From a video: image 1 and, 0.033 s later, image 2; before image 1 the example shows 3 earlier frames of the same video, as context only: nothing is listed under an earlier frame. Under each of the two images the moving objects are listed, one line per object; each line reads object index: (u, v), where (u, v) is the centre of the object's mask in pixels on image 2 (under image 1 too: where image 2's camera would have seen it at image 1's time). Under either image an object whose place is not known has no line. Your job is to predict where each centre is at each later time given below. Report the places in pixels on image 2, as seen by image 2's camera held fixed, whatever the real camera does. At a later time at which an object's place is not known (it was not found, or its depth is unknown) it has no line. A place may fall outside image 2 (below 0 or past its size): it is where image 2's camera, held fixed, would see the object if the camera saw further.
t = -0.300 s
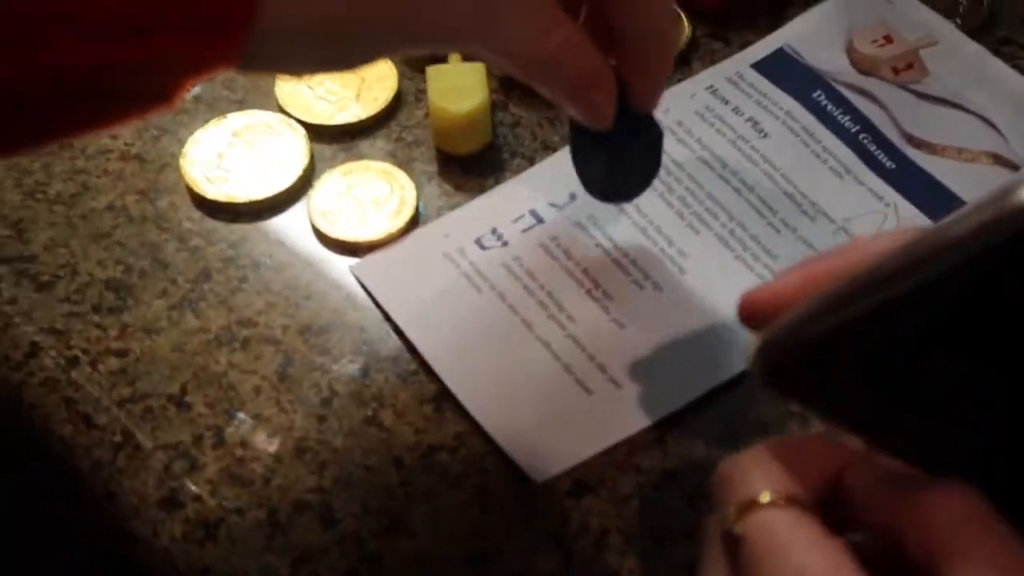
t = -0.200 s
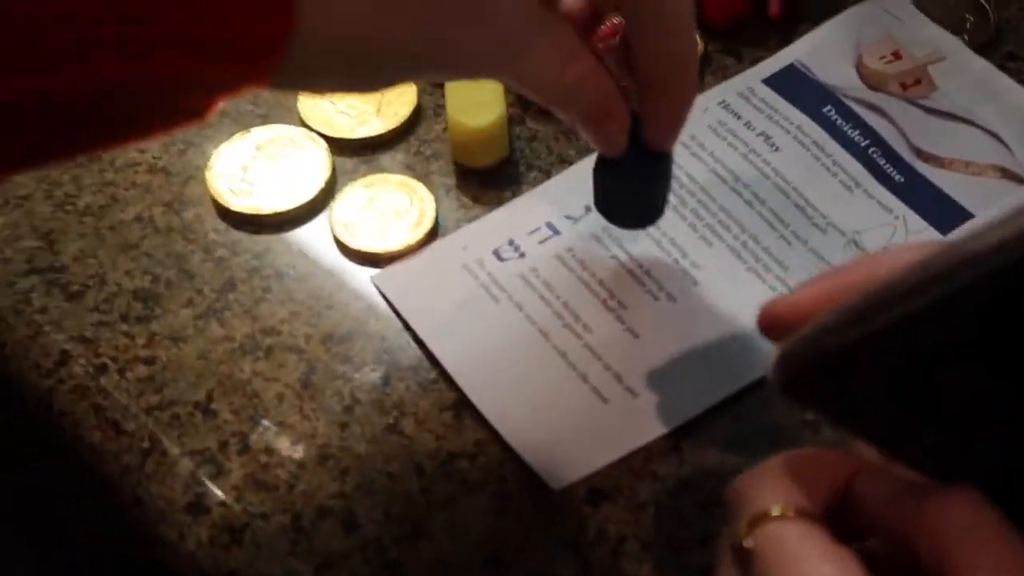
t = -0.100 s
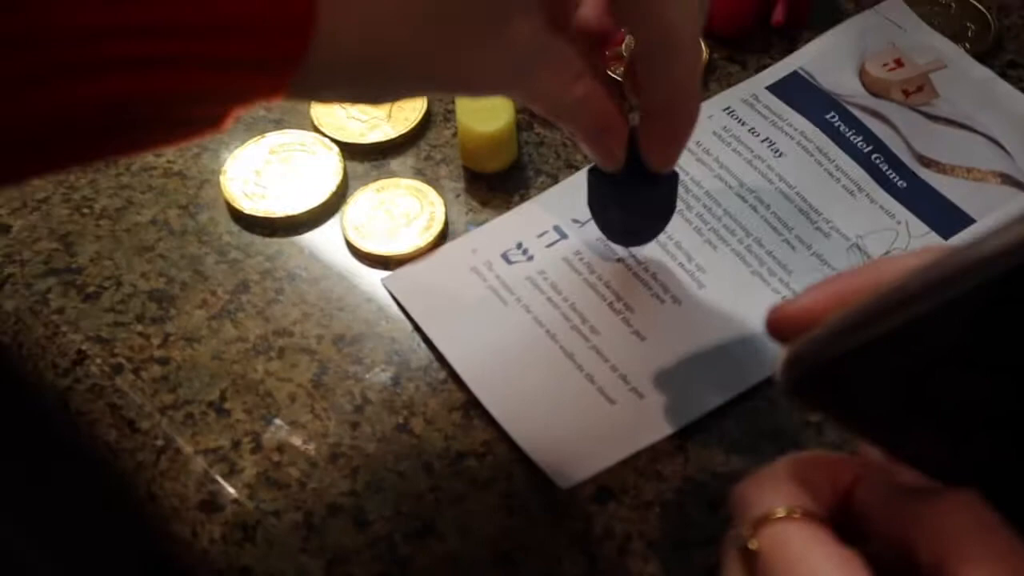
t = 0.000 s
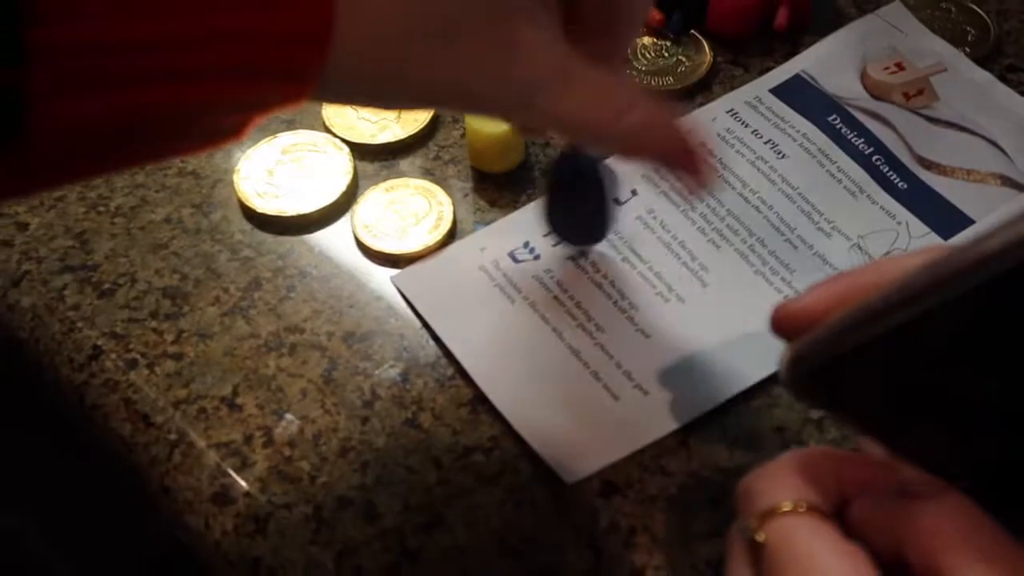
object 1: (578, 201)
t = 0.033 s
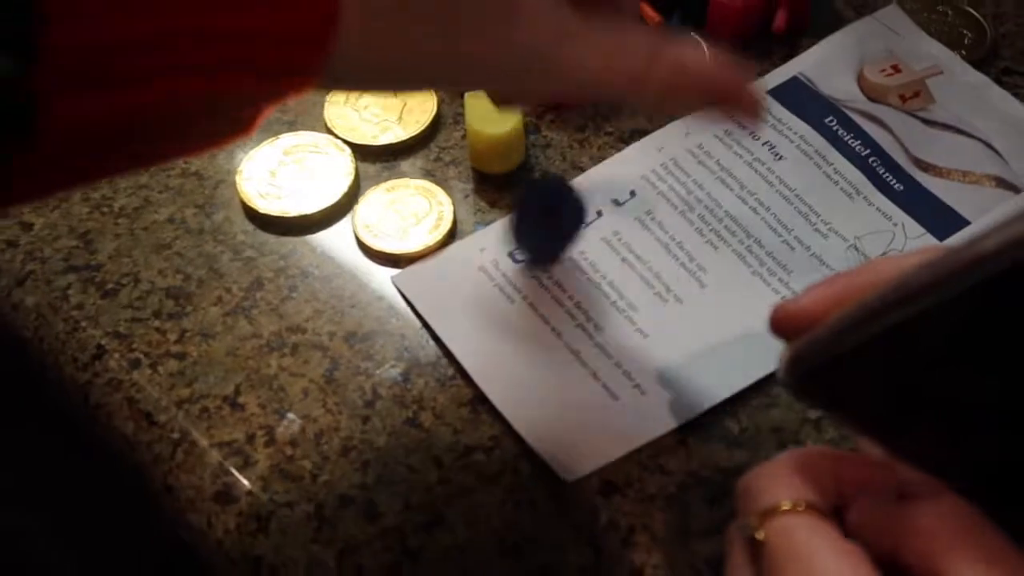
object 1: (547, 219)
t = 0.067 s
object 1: (520, 233)
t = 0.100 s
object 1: (499, 247)
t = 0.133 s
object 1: (486, 261)
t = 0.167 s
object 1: (476, 275)
